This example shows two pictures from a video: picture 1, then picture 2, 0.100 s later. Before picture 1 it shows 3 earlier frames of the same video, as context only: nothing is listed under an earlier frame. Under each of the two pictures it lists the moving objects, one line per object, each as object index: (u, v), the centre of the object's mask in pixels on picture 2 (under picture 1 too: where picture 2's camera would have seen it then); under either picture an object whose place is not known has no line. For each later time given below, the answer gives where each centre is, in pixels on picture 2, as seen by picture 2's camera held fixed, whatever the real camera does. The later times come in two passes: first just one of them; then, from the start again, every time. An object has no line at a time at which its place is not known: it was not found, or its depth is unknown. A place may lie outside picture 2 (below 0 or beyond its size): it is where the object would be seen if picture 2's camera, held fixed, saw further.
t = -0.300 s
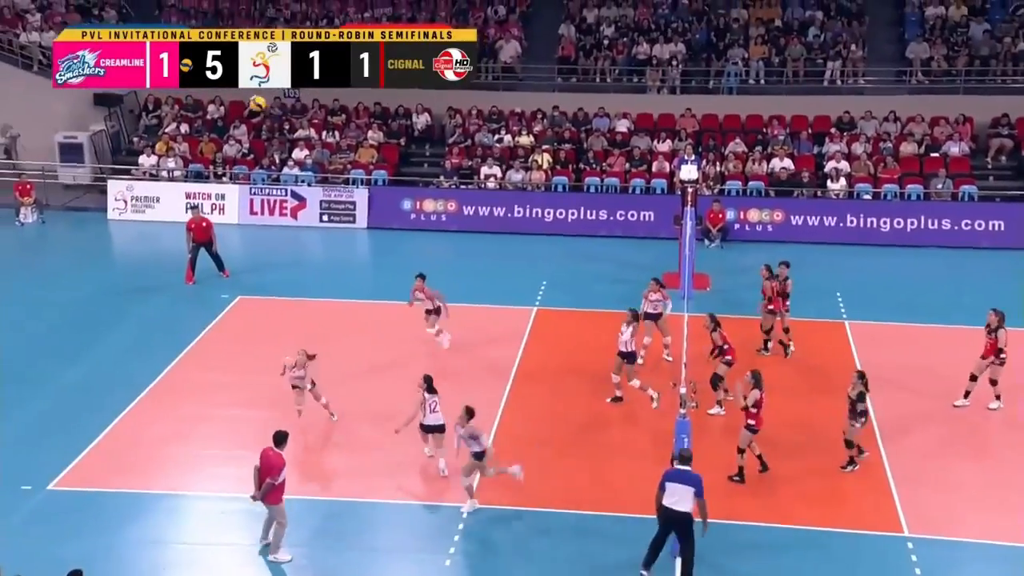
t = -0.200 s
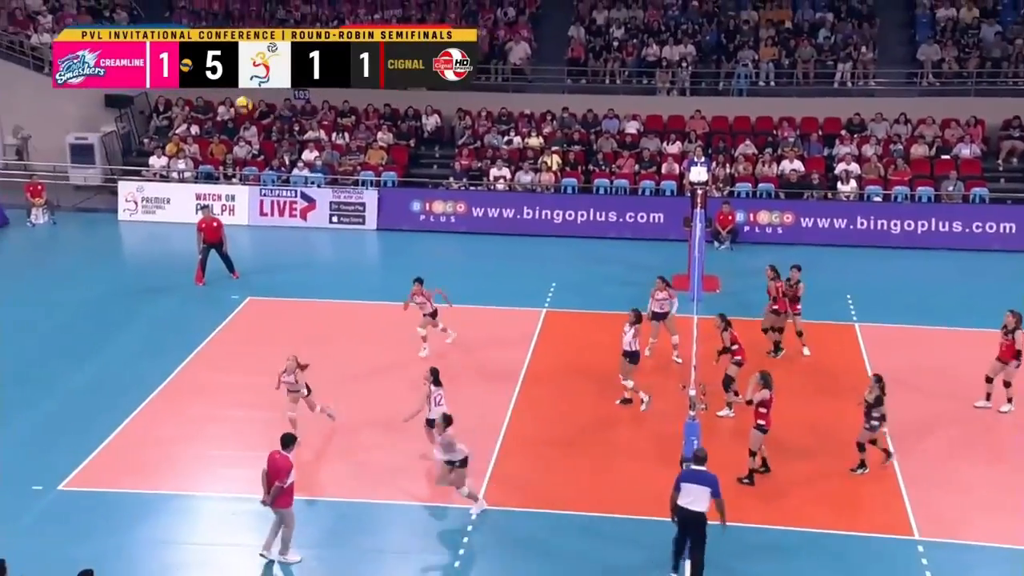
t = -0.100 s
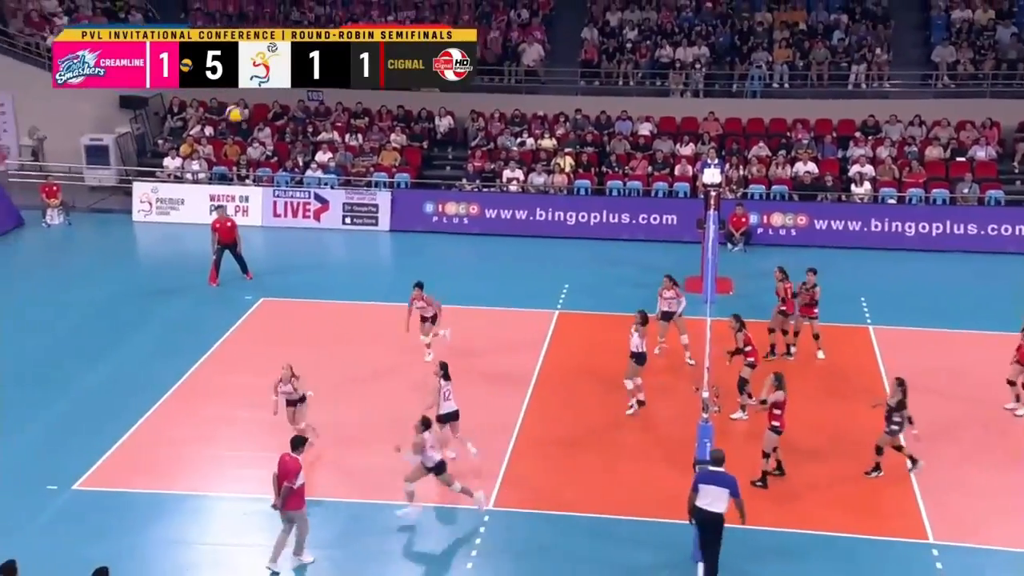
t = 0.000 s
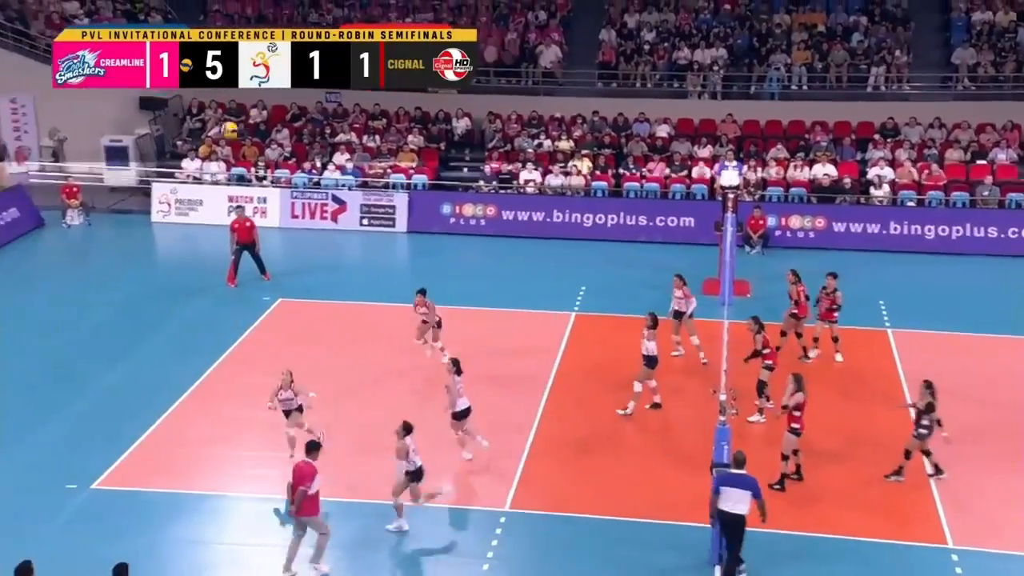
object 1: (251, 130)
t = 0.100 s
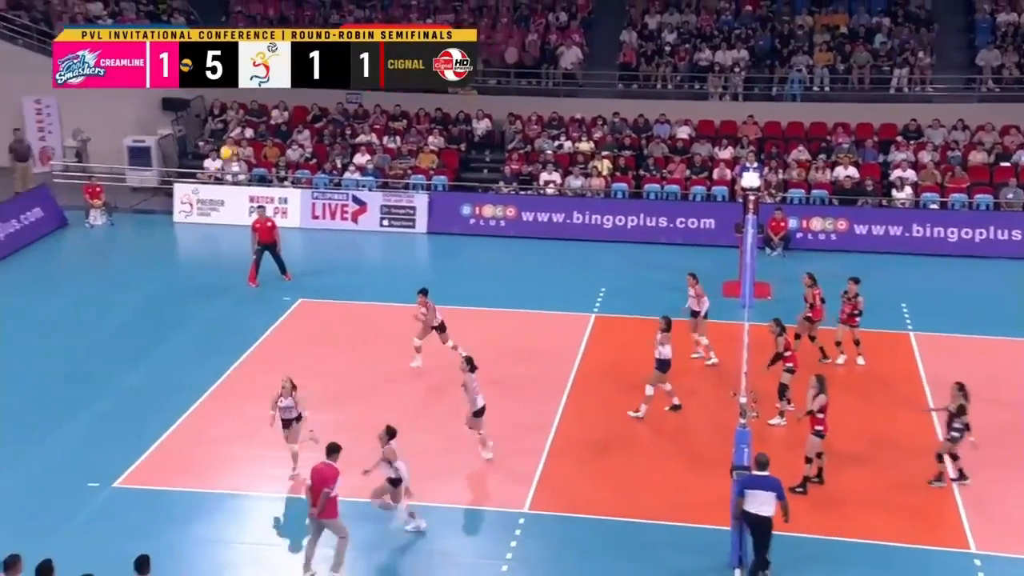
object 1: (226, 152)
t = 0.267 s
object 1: (193, 208)
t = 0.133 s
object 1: (219, 162)
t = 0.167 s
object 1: (215, 173)
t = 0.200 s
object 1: (206, 185)
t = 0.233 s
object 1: (199, 198)
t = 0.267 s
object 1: (193, 208)
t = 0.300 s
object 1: (183, 222)
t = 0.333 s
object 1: (177, 235)
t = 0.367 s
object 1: (170, 251)
